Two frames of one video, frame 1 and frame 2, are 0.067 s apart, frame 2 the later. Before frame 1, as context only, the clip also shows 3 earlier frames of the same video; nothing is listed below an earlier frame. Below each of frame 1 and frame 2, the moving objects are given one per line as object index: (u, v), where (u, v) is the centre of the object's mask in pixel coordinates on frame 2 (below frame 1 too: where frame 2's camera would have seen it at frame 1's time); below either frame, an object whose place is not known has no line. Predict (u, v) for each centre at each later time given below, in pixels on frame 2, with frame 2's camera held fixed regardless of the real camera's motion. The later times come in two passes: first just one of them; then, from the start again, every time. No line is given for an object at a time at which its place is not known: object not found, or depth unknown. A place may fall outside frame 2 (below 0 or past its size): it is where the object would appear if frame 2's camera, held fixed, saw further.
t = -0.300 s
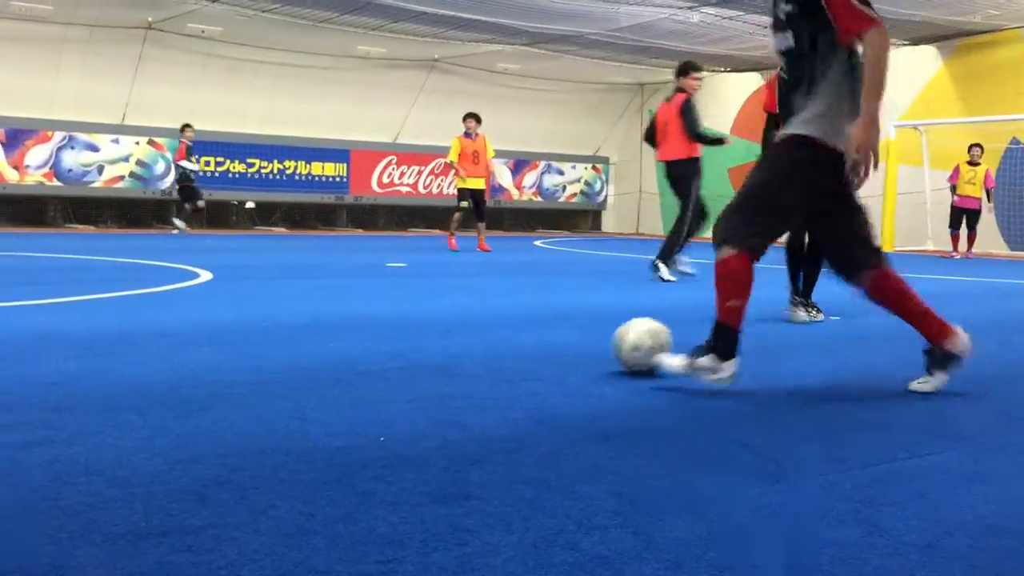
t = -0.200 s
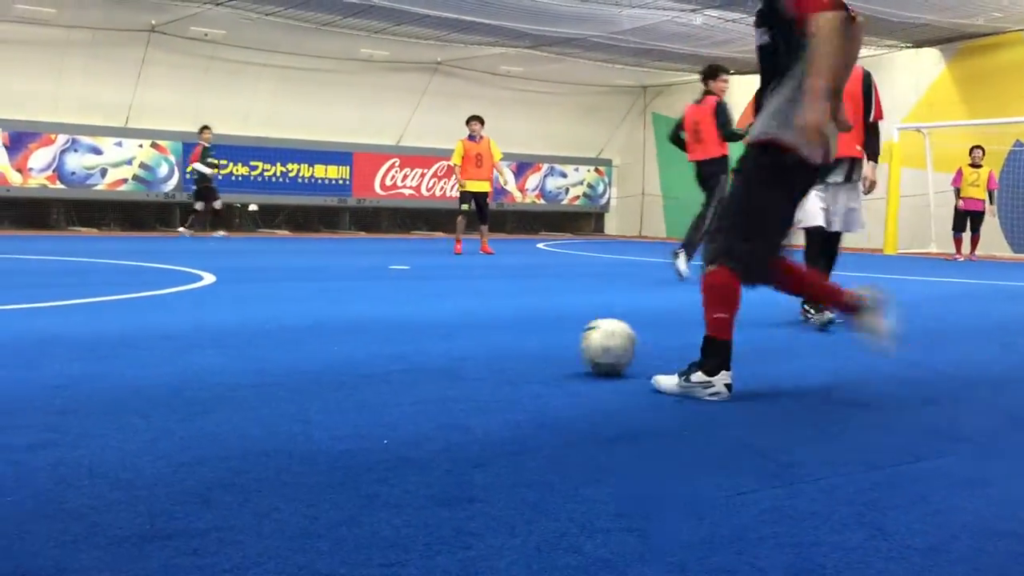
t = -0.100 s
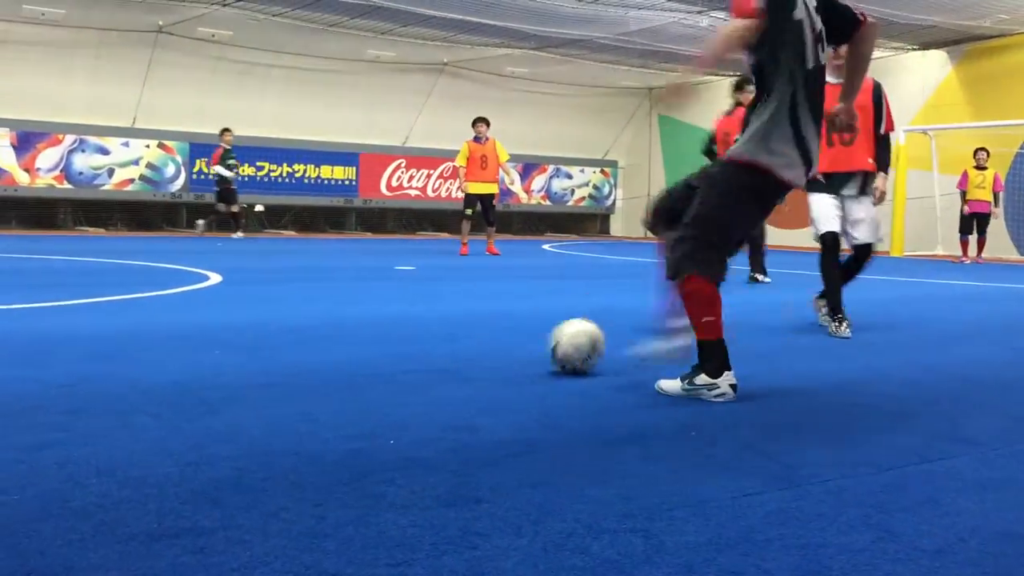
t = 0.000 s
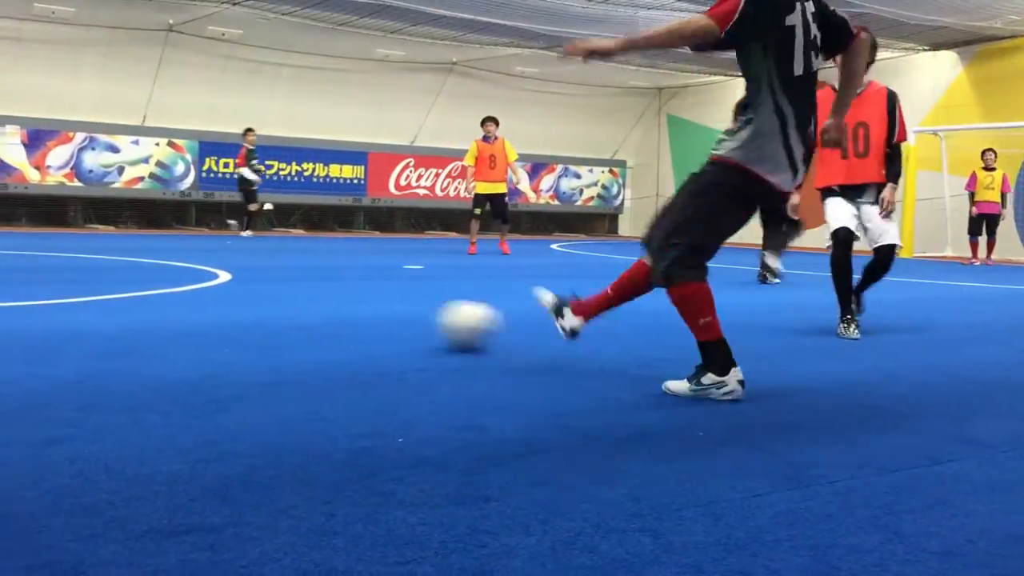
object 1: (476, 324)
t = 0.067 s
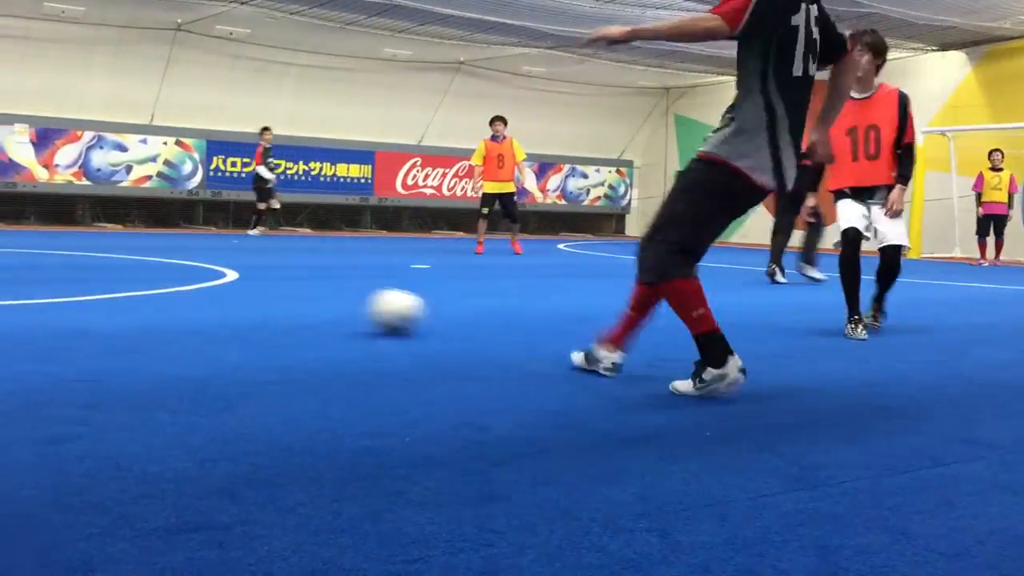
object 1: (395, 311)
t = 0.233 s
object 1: (259, 290)
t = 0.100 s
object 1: (362, 307)
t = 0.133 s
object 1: (333, 301)
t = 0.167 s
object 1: (306, 297)
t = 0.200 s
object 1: (281, 293)
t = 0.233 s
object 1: (259, 290)
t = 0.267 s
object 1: (239, 286)
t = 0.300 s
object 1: (221, 282)
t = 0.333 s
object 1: (204, 279)
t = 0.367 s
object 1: (188, 277)
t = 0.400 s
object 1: (173, 274)
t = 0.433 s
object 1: (160, 273)
